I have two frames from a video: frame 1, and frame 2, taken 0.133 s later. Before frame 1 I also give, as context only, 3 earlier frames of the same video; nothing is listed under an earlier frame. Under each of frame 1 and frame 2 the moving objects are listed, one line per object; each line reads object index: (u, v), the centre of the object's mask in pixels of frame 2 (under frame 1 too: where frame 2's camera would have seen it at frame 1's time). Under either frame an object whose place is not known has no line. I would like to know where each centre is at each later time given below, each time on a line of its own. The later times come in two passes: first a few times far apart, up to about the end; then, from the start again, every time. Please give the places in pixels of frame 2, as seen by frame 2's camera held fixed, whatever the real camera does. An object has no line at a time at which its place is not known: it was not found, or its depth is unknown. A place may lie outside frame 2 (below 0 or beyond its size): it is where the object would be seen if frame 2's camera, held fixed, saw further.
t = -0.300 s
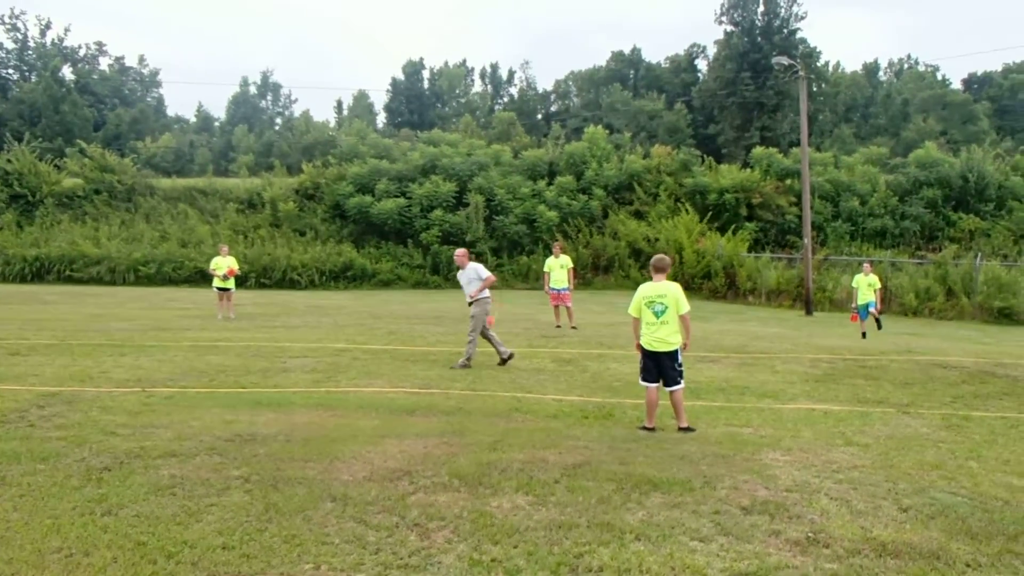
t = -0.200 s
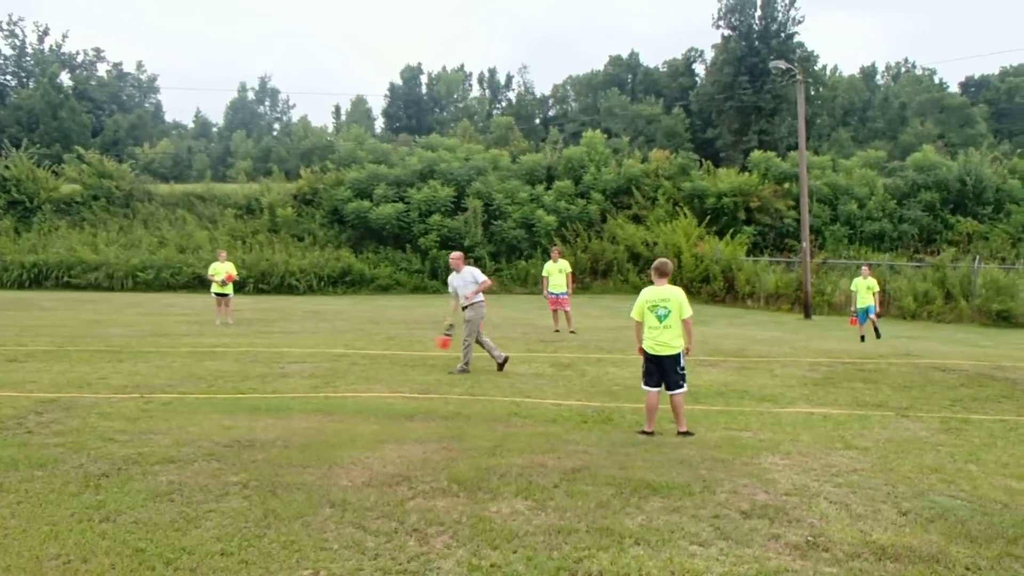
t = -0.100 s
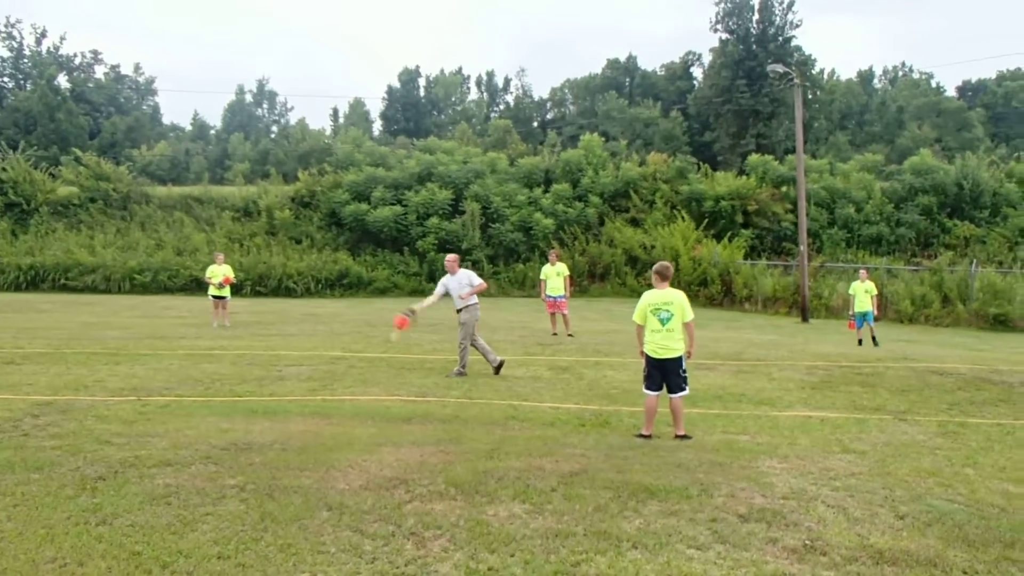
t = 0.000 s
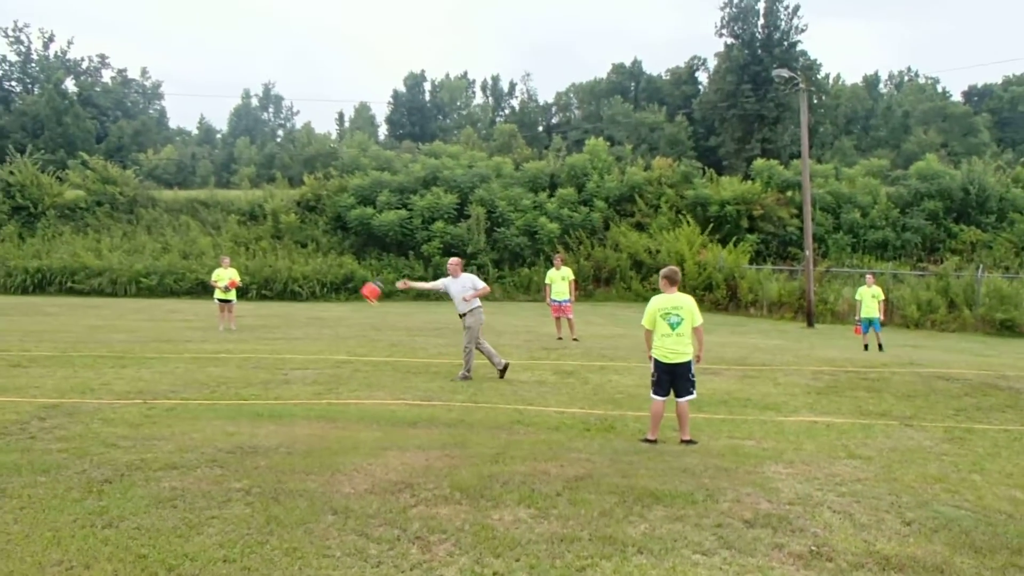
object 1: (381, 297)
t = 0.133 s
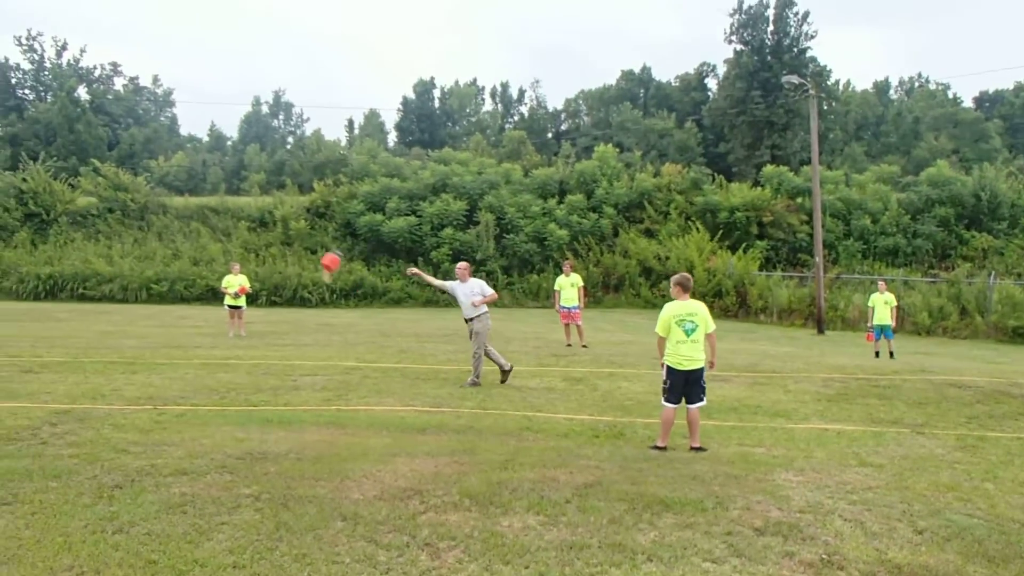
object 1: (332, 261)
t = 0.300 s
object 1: (264, 233)
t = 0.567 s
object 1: (143, 233)
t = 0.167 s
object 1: (319, 254)
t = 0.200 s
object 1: (305, 247)
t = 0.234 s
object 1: (292, 242)
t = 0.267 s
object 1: (278, 236)
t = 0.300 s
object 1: (264, 233)
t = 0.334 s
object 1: (250, 229)
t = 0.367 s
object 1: (236, 227)
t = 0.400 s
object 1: (222, 225)
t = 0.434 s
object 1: (206, 225)
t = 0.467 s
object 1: (190, 225)
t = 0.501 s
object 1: (175, 227)
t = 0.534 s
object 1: (159, 230)
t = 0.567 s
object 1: (143, 233)
